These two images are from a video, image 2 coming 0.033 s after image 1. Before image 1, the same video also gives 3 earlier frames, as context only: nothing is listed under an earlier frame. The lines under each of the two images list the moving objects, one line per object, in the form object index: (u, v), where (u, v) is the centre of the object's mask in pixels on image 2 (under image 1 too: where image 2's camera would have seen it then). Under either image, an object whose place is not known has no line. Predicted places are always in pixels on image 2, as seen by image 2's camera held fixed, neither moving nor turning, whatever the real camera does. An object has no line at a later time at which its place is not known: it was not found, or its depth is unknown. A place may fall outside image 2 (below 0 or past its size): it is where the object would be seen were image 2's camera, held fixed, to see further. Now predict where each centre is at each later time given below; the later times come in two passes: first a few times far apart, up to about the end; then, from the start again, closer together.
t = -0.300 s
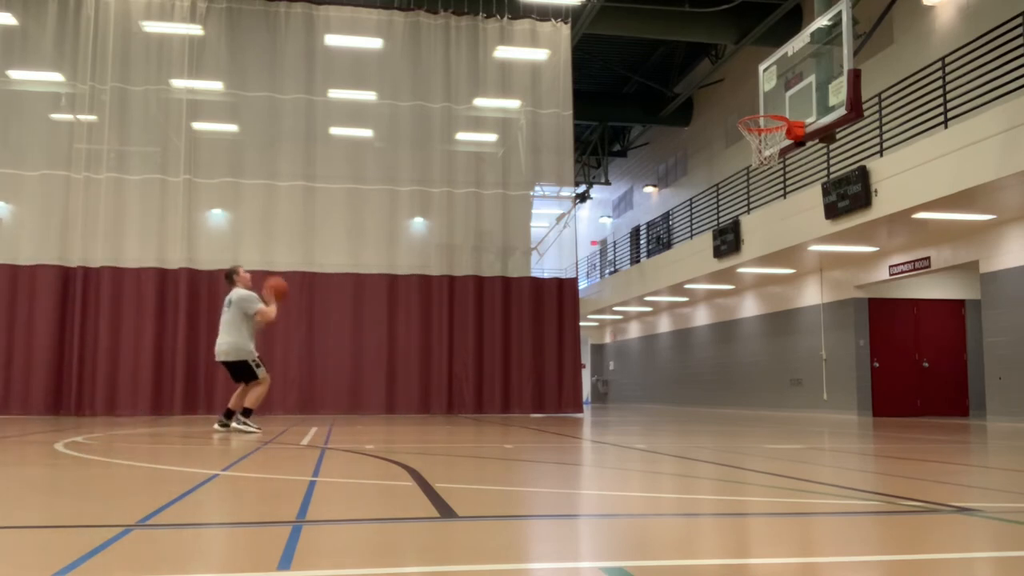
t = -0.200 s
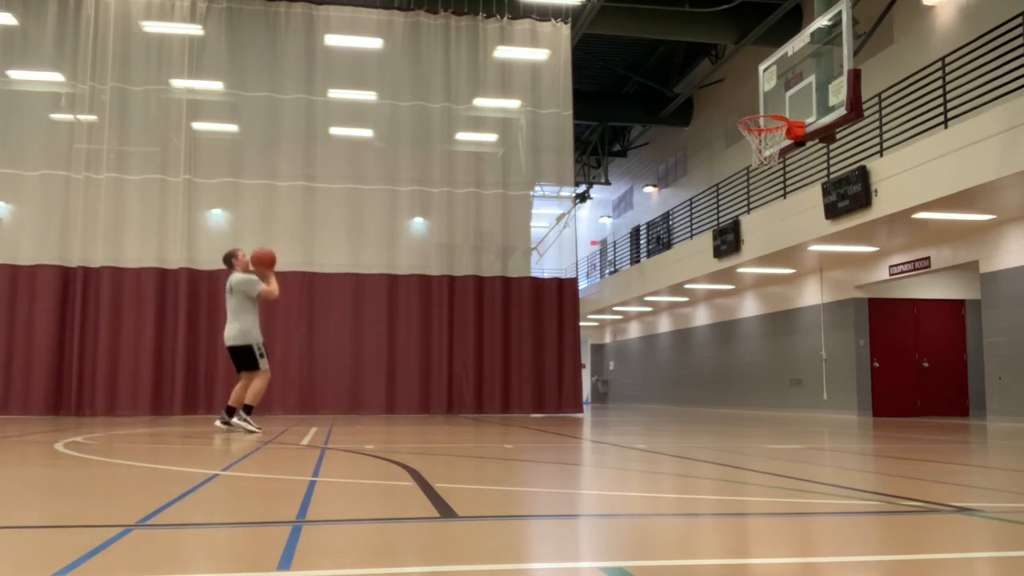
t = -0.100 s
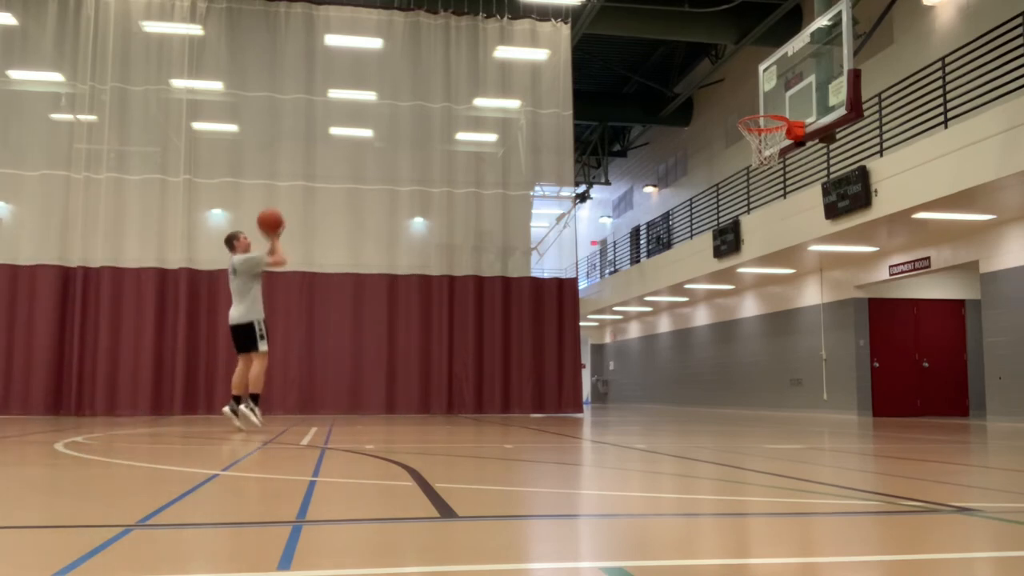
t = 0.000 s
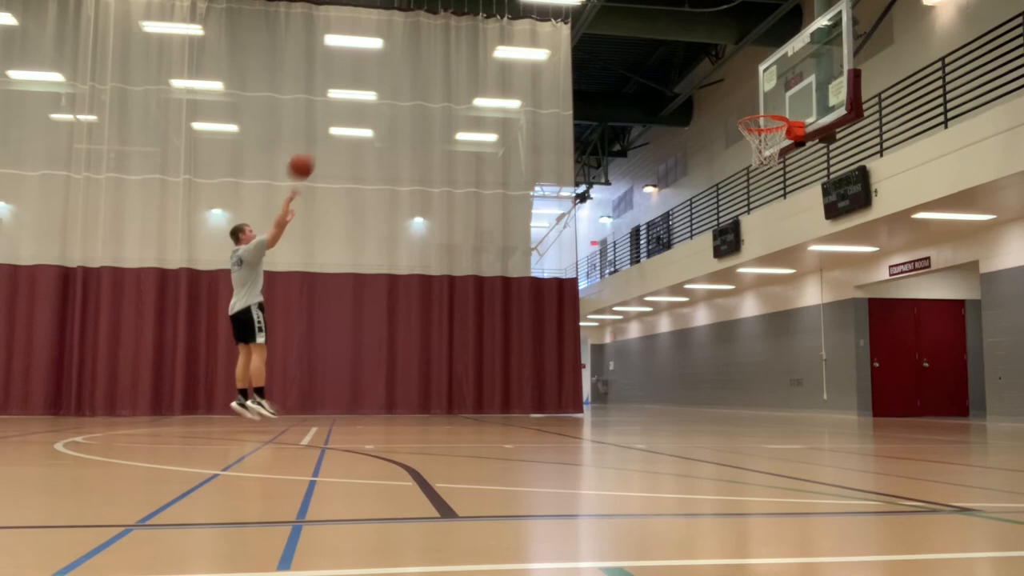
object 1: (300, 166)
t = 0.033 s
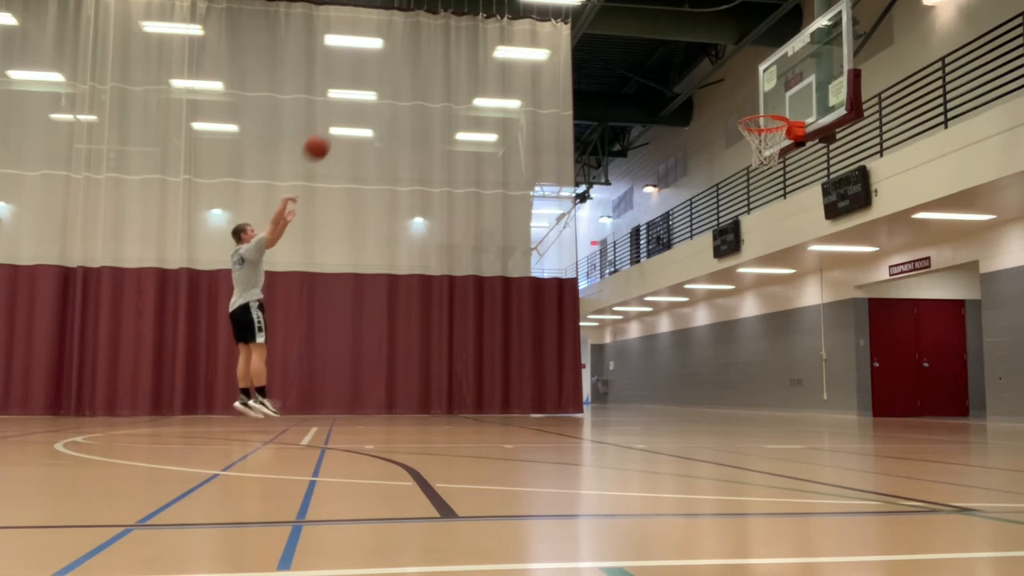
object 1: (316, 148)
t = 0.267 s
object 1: (422, 48)
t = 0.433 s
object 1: (495, 11)
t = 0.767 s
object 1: (636, 18)
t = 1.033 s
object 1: (747, 96)
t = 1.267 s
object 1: (767, 152)
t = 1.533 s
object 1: (737, 171)
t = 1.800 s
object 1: (712, 257)
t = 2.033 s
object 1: (691, 391)
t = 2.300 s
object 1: (676, 322)
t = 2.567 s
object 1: (662, 265)
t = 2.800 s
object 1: (651, 274)
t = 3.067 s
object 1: (638, 355)
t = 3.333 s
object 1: (624, 371)
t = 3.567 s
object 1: (610, 323)
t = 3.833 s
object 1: (592, 341)
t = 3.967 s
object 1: (583, 381)
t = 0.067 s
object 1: (331, 130)
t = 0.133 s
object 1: (363, 99)
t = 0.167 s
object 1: (379, 83)
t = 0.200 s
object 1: (393, 71)
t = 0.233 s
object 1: (408, 59)
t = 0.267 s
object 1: (422, 48)
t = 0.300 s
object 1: (437, 38)
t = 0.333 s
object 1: (452, 30)
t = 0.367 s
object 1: (467, 22)
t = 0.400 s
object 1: (481, 15)
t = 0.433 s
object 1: (495, 11)
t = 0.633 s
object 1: (582, 7)
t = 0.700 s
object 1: (609, 10)
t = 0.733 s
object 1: (623, 13)
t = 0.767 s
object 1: (636, 18)
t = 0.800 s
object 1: (651, 24)
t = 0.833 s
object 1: (665, 31)
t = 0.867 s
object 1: (678, 40)
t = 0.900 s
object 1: (692, 49)
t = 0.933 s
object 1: (706, 59)
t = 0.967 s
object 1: (720, 70)
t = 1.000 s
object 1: (734, 83)
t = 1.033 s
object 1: (747, 96)
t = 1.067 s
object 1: (763, 108)
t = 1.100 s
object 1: (773, 125)
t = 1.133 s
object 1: (774, 135)
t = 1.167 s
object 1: (775, 150)
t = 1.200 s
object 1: (775, 149)
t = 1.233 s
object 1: (769, 154)
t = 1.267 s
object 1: (767, 152)
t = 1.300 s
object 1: (763, 151)
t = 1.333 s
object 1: (760, 151)
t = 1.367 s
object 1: (756, 152)
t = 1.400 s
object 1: (753, 155)
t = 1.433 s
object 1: (749, 158)
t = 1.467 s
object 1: (743, 161)
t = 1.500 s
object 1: (741, 165)
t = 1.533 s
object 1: (737, 171)
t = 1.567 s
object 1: (734, 178)
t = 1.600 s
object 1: (730, 187)
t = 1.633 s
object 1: (727, 195)
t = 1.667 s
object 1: (724, 206)
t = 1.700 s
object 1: (721, 218)
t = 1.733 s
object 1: (718, 230)
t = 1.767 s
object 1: (715, 244)
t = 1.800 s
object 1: (712, 257)
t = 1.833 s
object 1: (709, 274)
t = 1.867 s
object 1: (706, 292)
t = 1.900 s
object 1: (704, 308)
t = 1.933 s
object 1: (701, 329)
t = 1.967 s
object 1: (698, 348)
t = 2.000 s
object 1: (695, 369)
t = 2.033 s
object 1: (691, 391)
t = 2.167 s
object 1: (683, 377)
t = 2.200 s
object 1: (681, 362)
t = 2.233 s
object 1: (679, 347)
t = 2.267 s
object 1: (678, 334)
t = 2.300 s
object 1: (676, 322)
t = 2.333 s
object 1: (674, 312)
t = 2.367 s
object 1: (672, 302)
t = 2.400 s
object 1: (670, 292)
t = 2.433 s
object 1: (668, 284)
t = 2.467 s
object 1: (667, 278)
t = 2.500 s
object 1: (665, 273)
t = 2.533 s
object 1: (663, 268)
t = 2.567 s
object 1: (662, 265)
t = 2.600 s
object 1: (661, 263)
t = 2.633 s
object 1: (659, 262)
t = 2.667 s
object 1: (657, 262)
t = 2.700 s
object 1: (656, 263)
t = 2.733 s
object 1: (654, 266)
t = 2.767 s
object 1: (652, 269)
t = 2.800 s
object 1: (651, 274)
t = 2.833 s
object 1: (649, 280)
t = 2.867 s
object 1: (648, 287)
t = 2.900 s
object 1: (646, 295)
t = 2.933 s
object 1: (645, 305)
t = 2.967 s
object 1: (643, 315)
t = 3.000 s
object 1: (642, 327)
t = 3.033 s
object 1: (640, 341)
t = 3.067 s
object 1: (638, 355)
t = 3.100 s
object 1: (637, 371)
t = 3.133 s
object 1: (636, 387)
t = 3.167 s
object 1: (635, 406)
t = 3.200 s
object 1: (633, 423)
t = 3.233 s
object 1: (630, 410)
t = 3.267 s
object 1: (628, 395)
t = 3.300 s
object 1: (626, 383)
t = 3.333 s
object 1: (624, 371)
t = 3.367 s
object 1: (622, 360)
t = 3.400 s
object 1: (620, 351)
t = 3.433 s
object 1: (618, 343)
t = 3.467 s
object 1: (615, 336)
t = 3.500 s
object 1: (613, 331)
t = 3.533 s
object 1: (612, 326)
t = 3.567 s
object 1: (610, 323)
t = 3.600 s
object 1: (607, 321)
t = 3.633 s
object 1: (605, 320)
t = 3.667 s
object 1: (603, 321)
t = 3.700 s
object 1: (601, 322)
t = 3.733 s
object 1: (599, 325)
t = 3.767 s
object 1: (597, 330)
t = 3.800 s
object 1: (595, 335)
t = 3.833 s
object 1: (592, 341)
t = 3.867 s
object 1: (590, 350)
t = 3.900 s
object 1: (587, 359)
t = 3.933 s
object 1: (586, 369)
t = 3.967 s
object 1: (583, 381)
